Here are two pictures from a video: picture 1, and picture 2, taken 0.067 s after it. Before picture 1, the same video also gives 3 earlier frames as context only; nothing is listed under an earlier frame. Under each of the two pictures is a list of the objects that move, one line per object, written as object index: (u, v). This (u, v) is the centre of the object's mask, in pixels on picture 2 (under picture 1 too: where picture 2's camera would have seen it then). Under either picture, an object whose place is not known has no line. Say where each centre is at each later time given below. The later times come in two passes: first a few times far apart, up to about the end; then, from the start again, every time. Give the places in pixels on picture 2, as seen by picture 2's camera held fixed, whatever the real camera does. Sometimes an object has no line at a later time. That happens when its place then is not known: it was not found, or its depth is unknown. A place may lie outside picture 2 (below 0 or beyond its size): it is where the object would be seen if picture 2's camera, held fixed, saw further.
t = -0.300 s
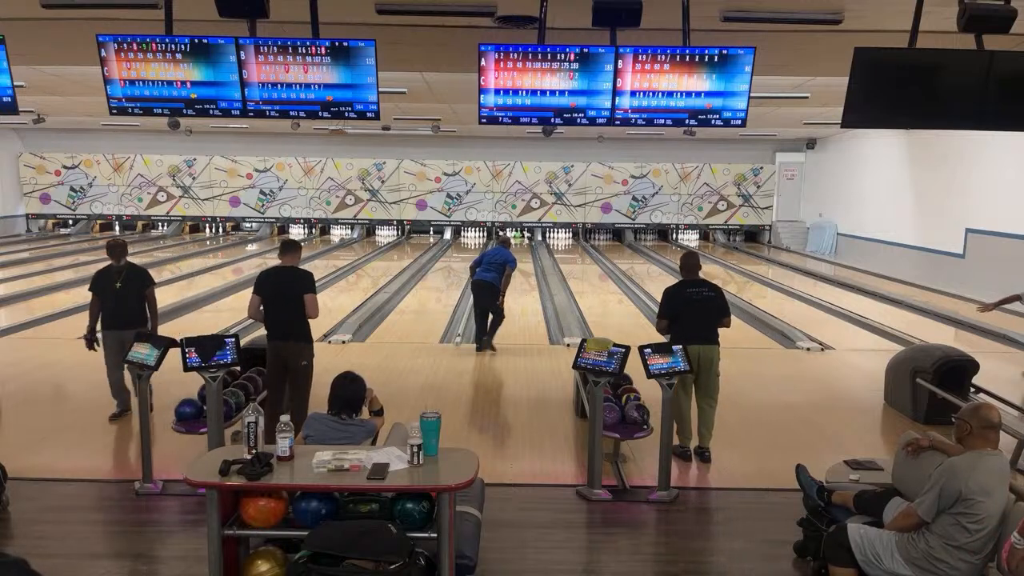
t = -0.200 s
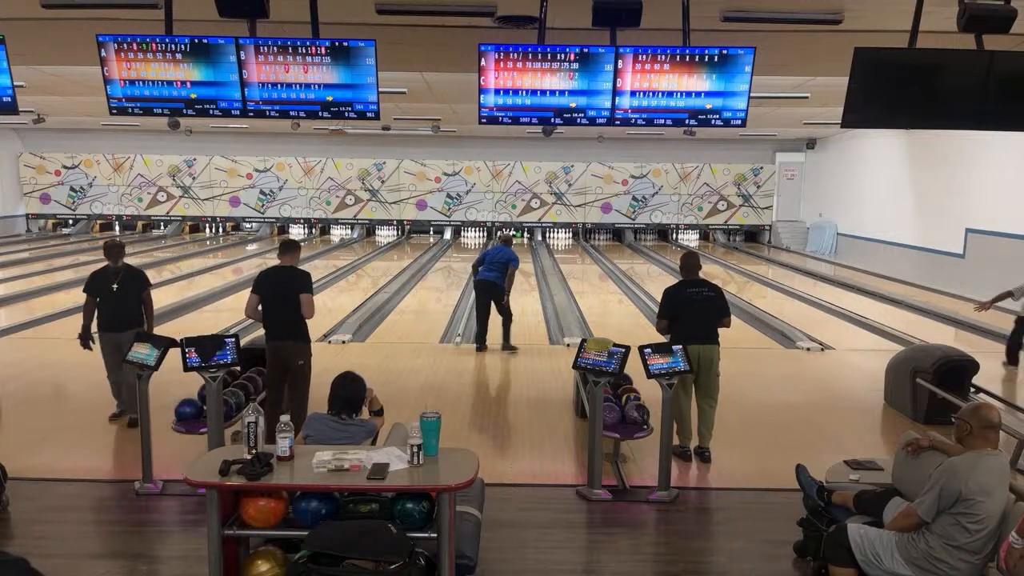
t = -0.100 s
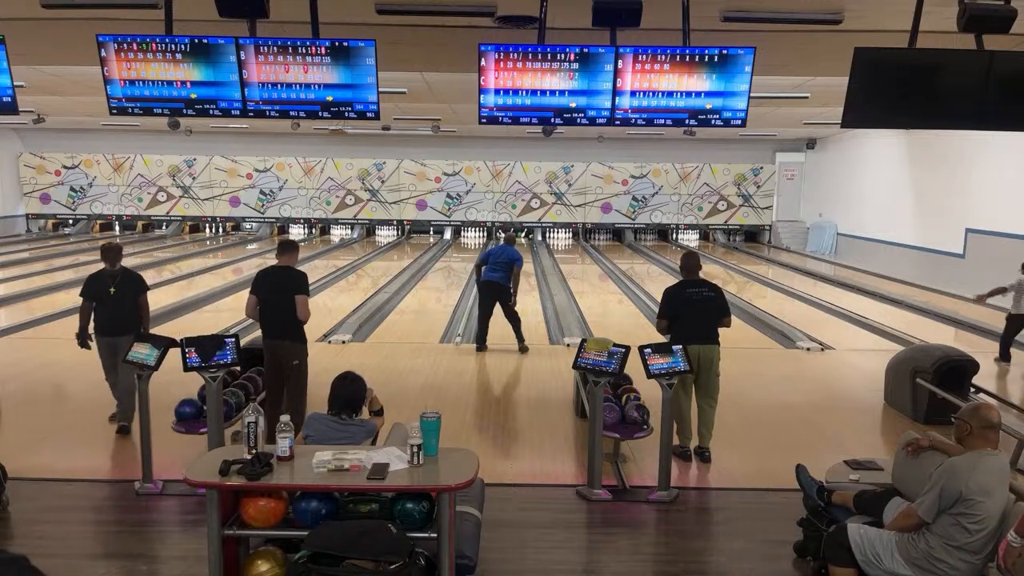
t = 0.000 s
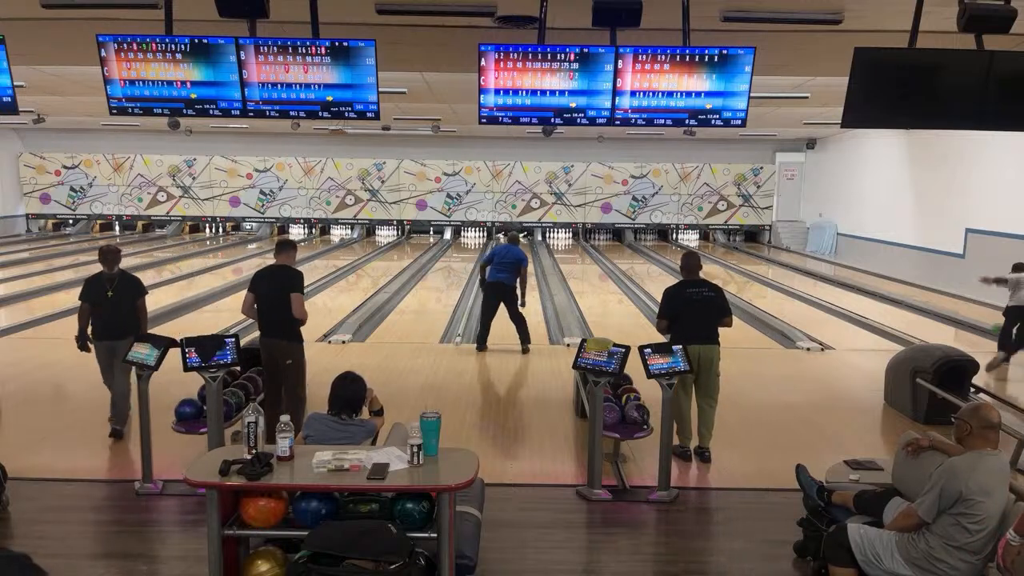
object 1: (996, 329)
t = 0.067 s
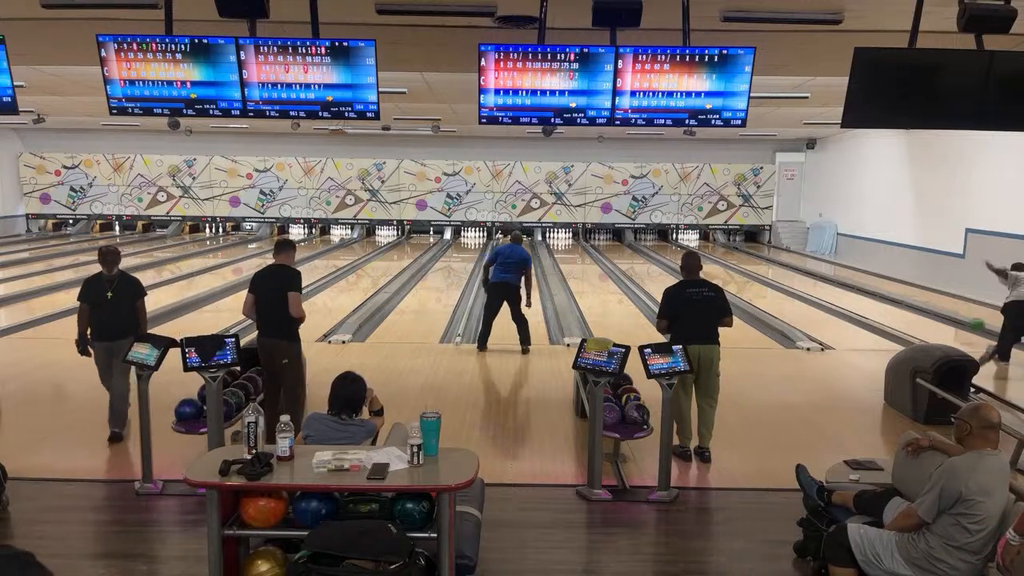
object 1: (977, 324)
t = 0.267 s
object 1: (916, 315)
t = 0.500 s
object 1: (864, 299)
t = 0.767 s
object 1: (819, 284)
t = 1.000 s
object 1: (789, 273)
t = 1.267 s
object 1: (760, 263)
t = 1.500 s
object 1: (740, 257)
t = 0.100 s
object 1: (966, 323)
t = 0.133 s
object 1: (954, 322)
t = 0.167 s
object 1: (944, 323)
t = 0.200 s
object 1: (934, 323)
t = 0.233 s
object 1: (925, 319)
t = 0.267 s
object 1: (916, 315)
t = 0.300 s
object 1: (908, 312)
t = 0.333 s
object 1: (900, 309)
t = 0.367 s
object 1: (892, 309)
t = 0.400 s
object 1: (884, 306)
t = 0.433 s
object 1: (877, 303)
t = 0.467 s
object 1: (870, 301)
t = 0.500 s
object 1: (864, 299)
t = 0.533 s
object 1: (858, 296)
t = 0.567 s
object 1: (851, 294)
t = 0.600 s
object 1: (846, 292)
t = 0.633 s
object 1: (840, 291)
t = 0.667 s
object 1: (834, 289)
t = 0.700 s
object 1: (829, 287)
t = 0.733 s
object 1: (824, 285)
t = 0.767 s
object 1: (819, 284)
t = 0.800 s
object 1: (814, 282)
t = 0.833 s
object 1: (810, 280)
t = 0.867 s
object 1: (805, 279)
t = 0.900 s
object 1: (801, 277)
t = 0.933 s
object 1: (797, 276)
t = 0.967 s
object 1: (793, 274)
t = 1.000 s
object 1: (789, 273)
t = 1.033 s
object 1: (785, 272)
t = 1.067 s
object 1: (781, 271)
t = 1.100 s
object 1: (777, 268)
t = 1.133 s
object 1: (774, 267)
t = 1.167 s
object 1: (770, 266)
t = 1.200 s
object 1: (766, 266)
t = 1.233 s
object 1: (763, 264)
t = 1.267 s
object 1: (760, 263)
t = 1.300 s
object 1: (758, 262)
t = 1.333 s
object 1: (754, 260)
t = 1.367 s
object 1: (751, 260)
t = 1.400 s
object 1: (748, 259)
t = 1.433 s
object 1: (745, 258)
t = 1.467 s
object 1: (743, 258)
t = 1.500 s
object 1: (740, 257)
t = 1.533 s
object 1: (737, 255)
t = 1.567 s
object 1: (734, 253)
